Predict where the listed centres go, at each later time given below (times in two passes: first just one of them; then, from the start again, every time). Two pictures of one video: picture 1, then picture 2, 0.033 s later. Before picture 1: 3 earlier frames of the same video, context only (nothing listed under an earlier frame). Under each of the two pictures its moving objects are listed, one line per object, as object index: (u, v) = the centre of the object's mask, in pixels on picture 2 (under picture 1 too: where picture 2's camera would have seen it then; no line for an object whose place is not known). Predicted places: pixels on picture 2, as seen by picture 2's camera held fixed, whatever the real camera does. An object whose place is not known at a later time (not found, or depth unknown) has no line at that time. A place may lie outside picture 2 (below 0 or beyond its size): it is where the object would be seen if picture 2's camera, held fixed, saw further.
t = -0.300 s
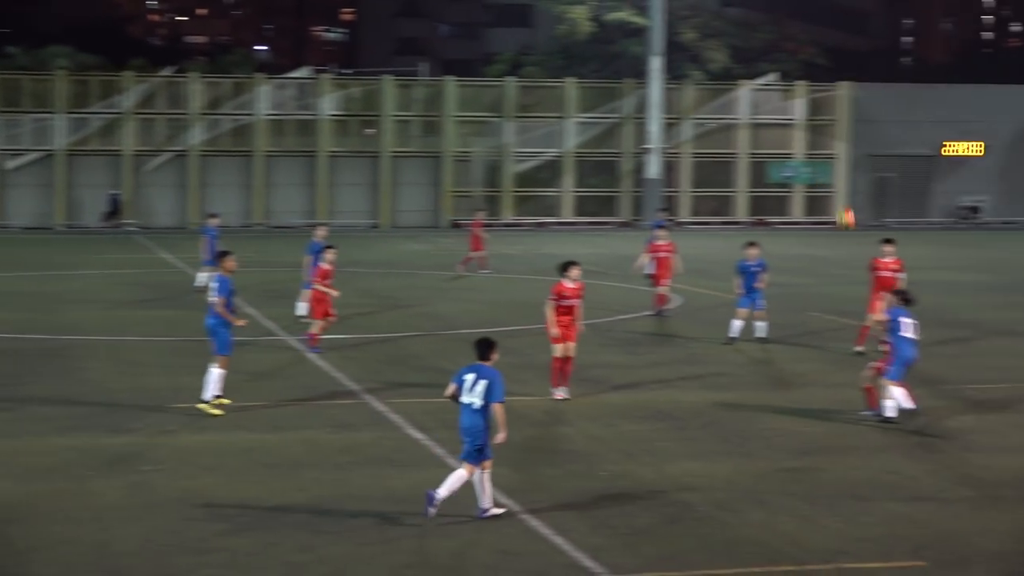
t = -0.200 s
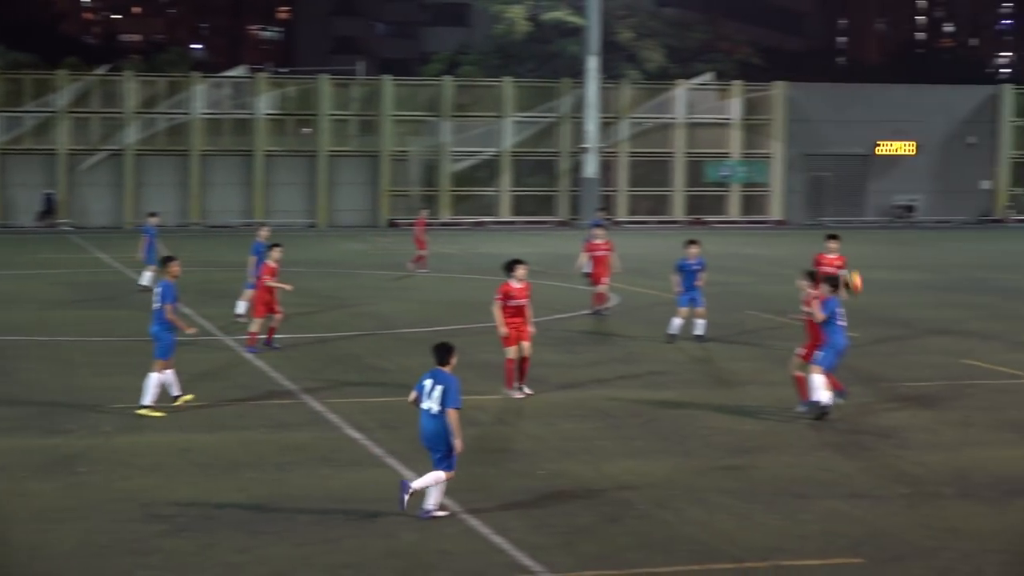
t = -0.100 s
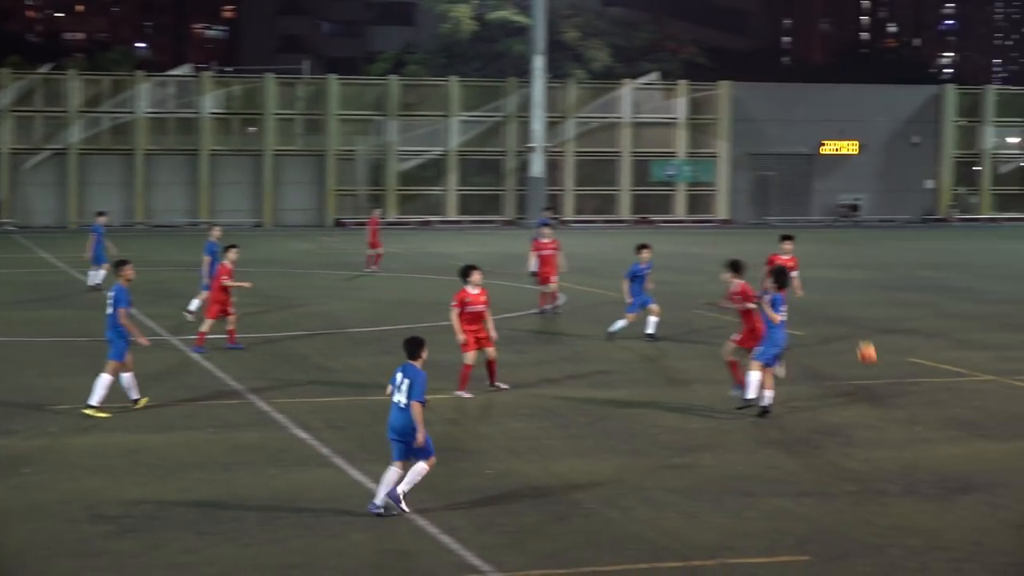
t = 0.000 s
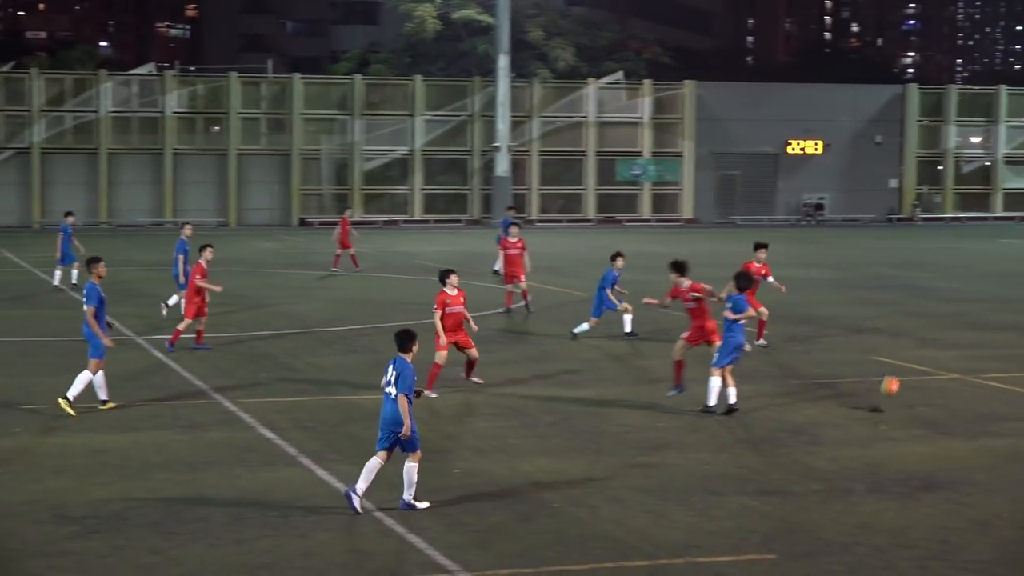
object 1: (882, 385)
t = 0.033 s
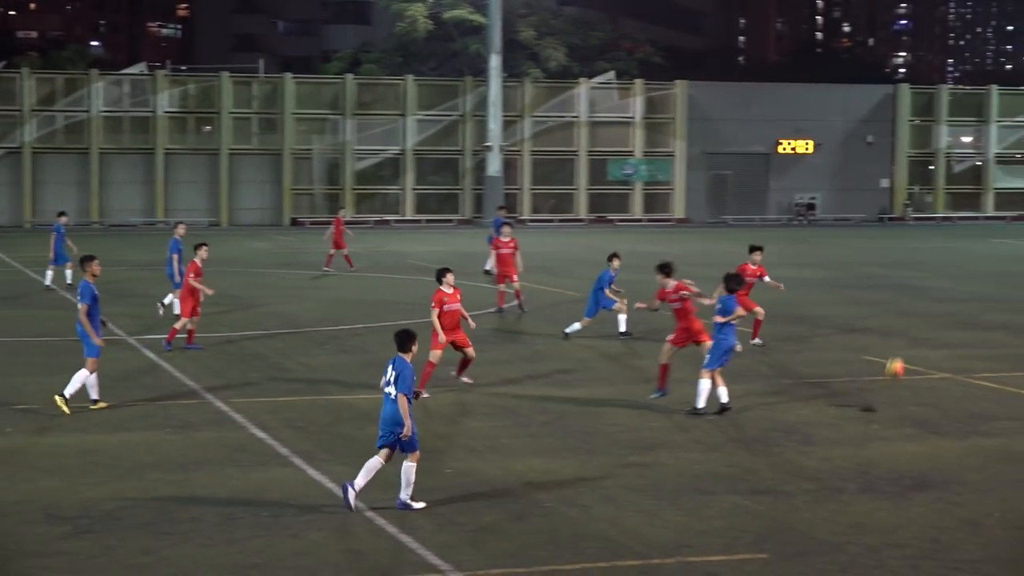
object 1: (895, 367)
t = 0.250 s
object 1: (981, 272)
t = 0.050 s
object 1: (902, 358)
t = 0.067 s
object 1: (908, 350)
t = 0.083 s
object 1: (914, 341)
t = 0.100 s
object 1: (921, 333)
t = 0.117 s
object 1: (927, 325)
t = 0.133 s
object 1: (934, 318)
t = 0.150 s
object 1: (940, 311)
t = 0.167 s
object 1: (947, 304)
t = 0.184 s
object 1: (953, 298)
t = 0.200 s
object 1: (960, 291)
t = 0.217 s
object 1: (967, 284)
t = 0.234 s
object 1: (974, 278)
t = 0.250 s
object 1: (981, 272)
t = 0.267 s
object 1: (988, 267)
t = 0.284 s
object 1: (995, 261)
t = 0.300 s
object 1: (1001, 257)
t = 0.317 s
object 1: (1008, 251)
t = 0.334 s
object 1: (1015, 247)
